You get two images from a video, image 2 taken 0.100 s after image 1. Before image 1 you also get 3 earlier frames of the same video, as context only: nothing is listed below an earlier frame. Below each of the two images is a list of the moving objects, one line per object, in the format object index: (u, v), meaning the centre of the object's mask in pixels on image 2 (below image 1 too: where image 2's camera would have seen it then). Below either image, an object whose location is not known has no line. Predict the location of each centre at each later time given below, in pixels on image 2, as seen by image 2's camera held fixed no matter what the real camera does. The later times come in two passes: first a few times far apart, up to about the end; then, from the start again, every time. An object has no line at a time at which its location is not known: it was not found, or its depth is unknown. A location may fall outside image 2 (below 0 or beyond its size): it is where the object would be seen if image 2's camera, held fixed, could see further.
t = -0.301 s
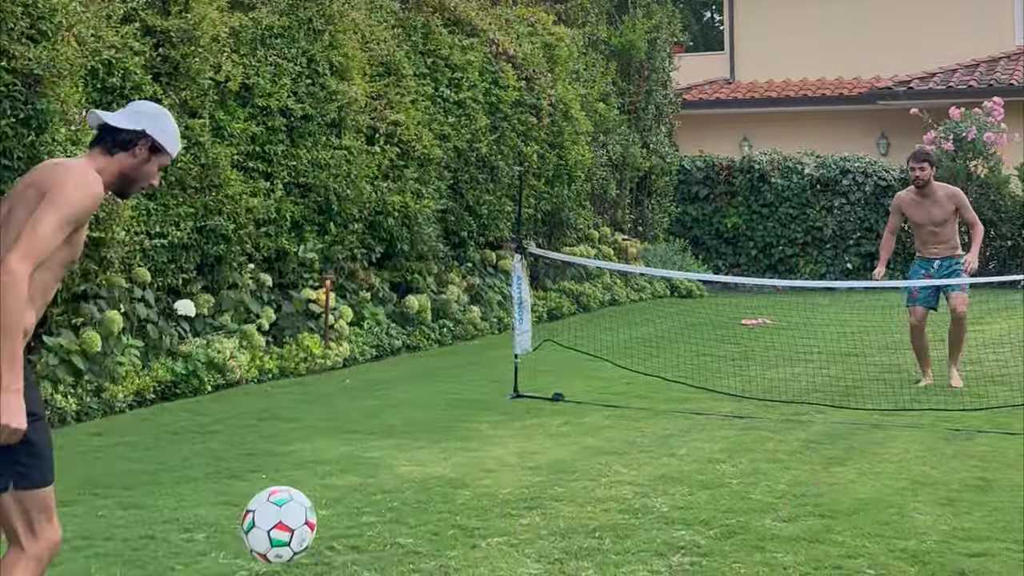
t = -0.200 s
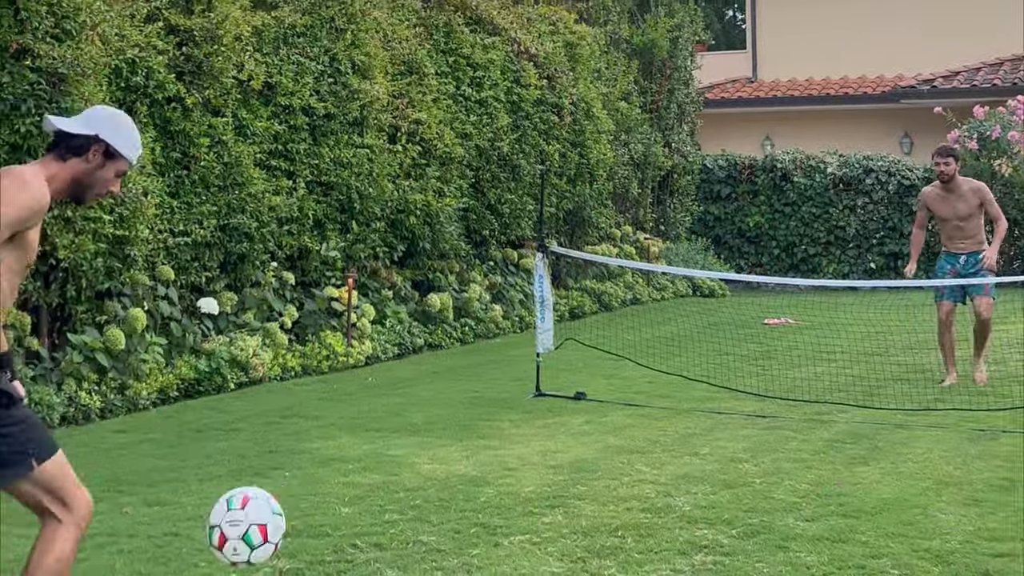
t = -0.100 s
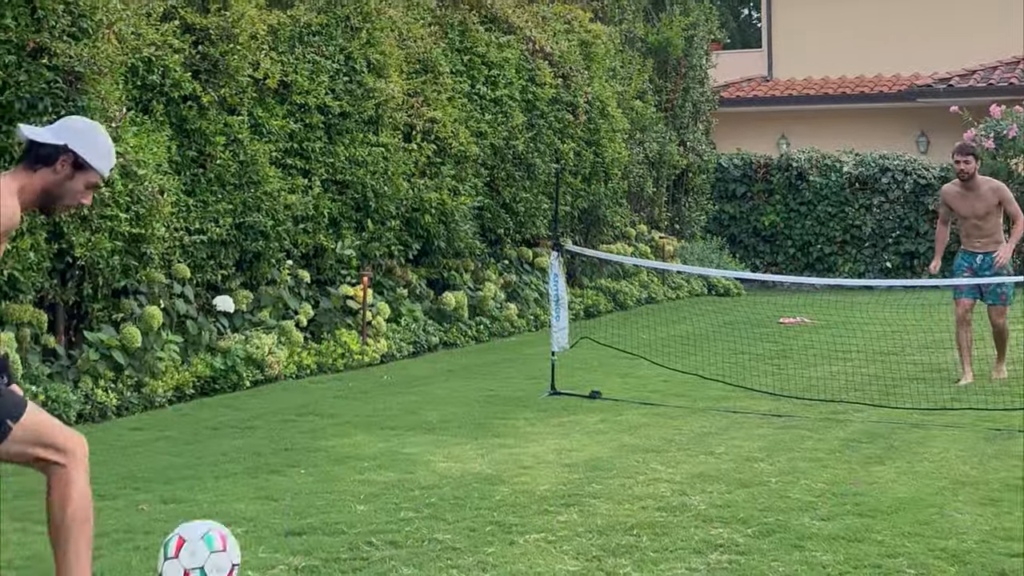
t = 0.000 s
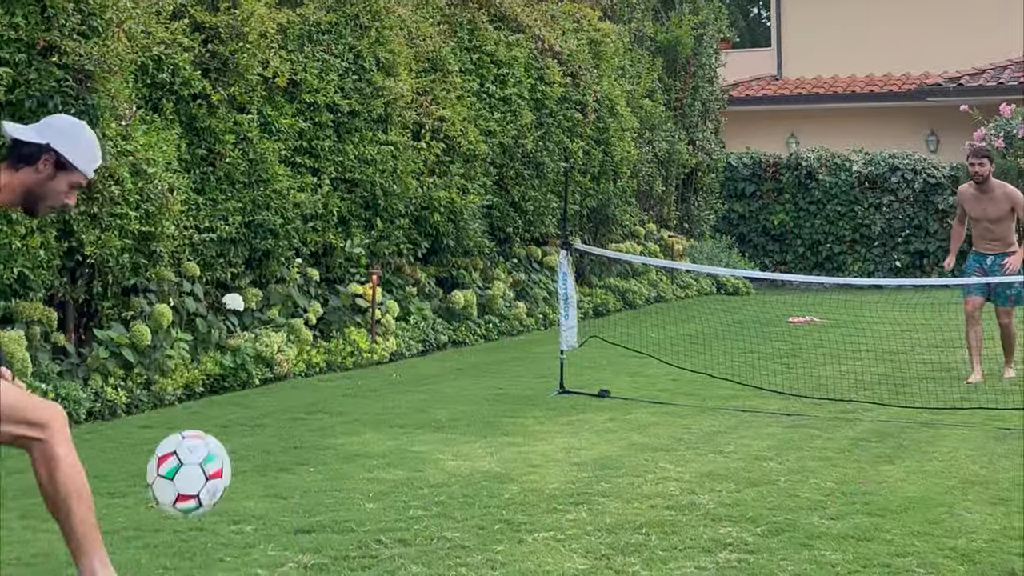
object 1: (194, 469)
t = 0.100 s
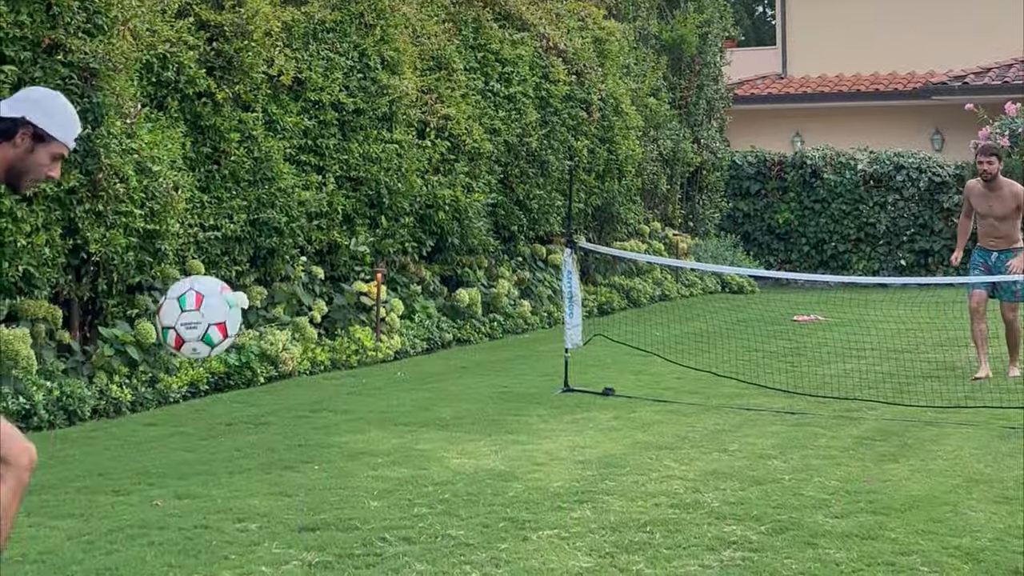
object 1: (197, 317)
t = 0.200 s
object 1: (200, 198)
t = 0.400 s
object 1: (204, 64)
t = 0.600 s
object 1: (207, 68)
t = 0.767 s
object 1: (215, 182)
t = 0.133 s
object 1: (199, 272)
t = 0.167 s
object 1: (200, 233)
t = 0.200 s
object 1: (200, 198)
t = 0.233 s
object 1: (201, 166)
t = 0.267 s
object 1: (201, 139)
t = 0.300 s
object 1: (201, 115)
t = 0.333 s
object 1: (202, 95)
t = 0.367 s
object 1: (203, 78)
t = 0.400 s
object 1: (204, 64)
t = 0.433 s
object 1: (205, 55)
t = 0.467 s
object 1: (205, 49)
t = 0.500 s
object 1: (205, 48)
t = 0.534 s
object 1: (205, 50)
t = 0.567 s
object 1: (206, 56)
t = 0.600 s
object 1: (207, 68)
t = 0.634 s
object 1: (208, 83)
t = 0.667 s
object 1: (210, 102)
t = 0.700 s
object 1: (212, 125)
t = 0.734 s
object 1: (214, 152)
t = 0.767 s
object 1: (215, 182)
